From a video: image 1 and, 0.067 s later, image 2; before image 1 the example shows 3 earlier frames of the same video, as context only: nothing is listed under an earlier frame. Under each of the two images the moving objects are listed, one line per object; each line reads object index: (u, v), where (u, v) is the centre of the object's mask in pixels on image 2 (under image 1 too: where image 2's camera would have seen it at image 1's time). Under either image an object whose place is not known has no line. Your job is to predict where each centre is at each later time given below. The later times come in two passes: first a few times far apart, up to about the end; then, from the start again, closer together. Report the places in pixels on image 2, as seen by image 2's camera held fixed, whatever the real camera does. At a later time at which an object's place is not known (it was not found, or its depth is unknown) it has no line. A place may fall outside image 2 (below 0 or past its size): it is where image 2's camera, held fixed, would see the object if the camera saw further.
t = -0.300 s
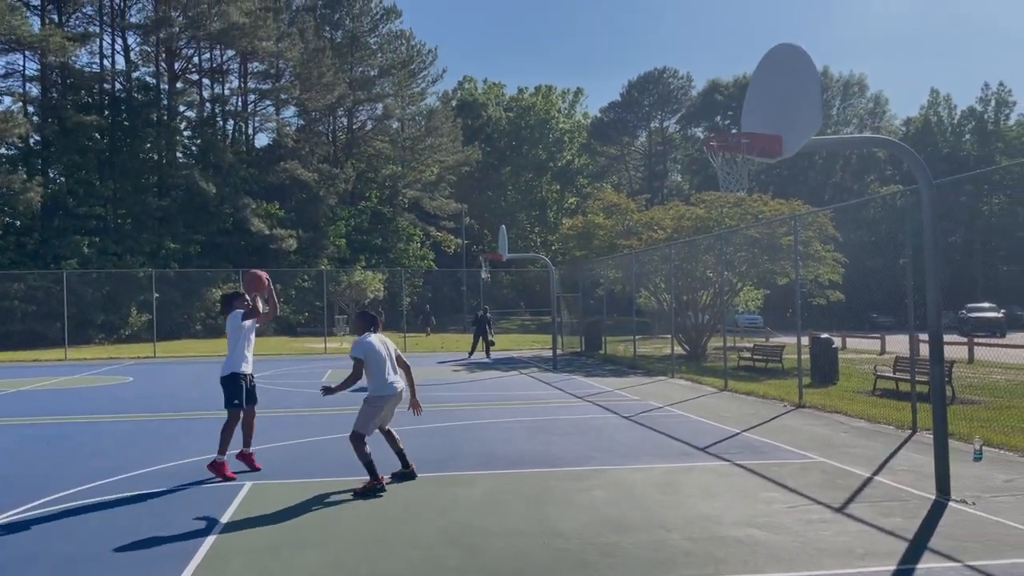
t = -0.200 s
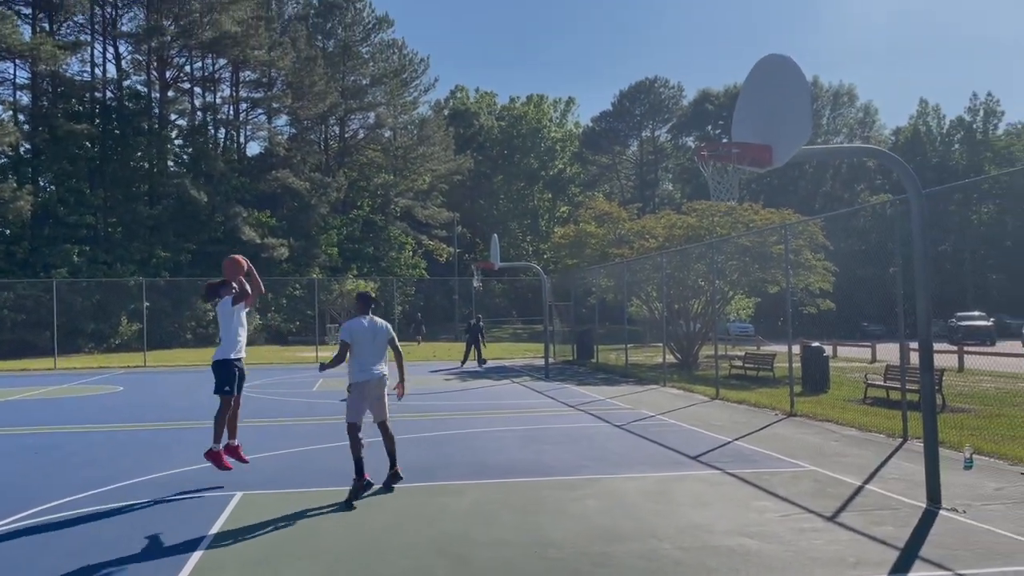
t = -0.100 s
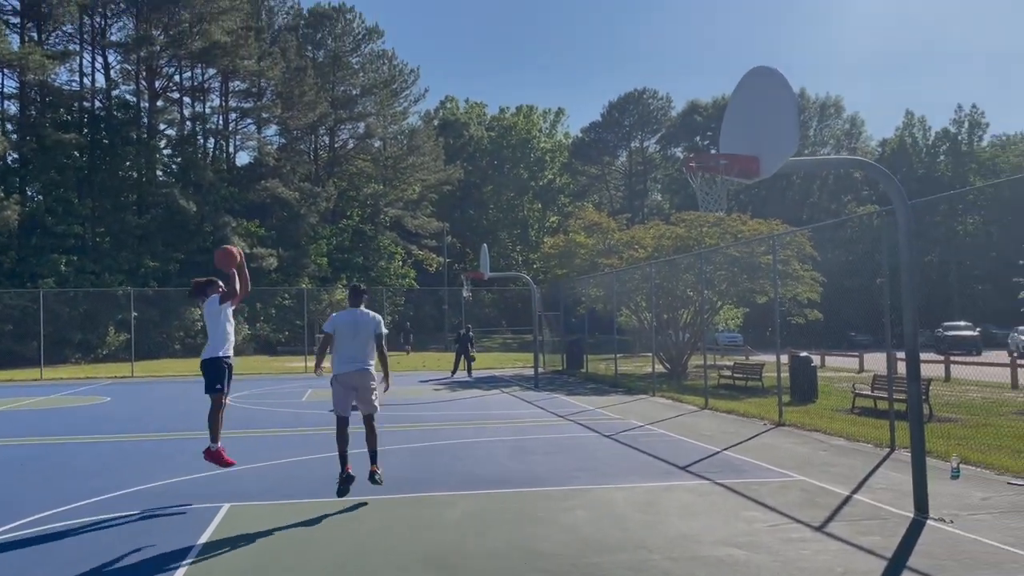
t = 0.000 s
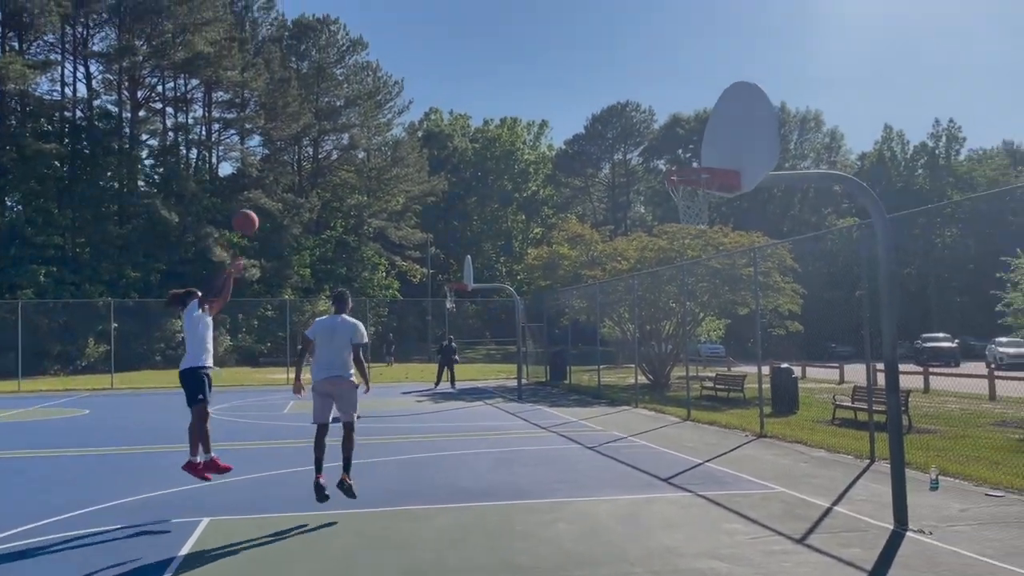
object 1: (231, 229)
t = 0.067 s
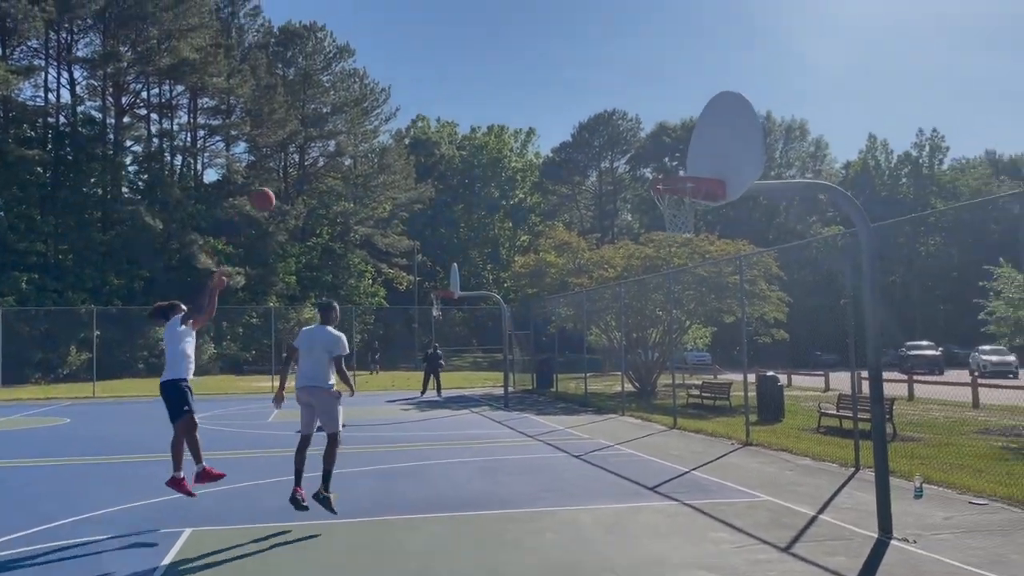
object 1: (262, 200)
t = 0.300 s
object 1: (376, 130)
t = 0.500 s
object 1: (480, 114)
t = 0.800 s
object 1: (648, 172)
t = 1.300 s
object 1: (658, 144)
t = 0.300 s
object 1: (376, 130)
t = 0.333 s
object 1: (393, 125)
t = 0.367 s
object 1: (410, 120)
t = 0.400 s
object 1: (428, 116)
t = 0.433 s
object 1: (445, 114)
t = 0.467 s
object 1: (462, 113)
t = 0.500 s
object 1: (480, 114)
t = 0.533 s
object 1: (498, 115)
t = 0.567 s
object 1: (516, 118)
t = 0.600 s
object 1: (534, 122)
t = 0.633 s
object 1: (553, 127)
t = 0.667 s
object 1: (571, 133)
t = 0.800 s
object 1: (648, 172)
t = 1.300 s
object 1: (658, 144)
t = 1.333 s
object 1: (655, 147)
